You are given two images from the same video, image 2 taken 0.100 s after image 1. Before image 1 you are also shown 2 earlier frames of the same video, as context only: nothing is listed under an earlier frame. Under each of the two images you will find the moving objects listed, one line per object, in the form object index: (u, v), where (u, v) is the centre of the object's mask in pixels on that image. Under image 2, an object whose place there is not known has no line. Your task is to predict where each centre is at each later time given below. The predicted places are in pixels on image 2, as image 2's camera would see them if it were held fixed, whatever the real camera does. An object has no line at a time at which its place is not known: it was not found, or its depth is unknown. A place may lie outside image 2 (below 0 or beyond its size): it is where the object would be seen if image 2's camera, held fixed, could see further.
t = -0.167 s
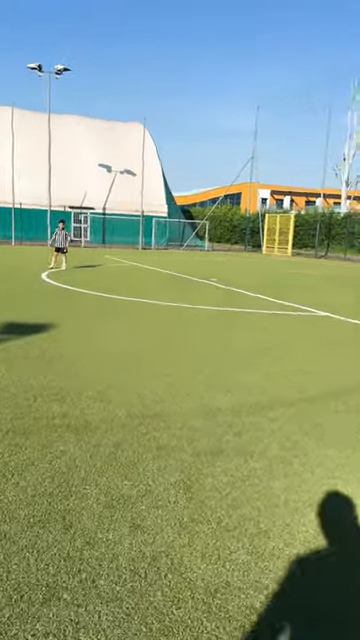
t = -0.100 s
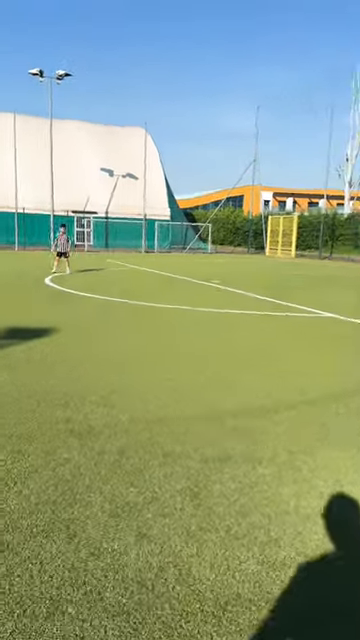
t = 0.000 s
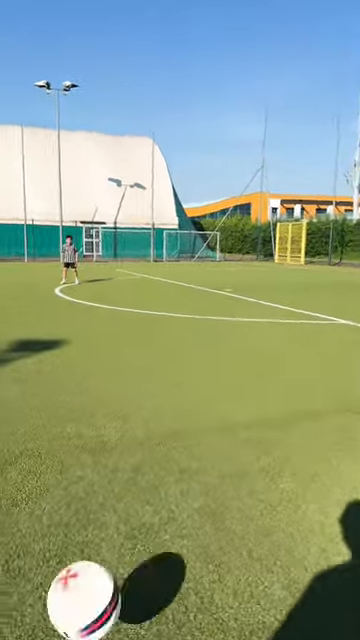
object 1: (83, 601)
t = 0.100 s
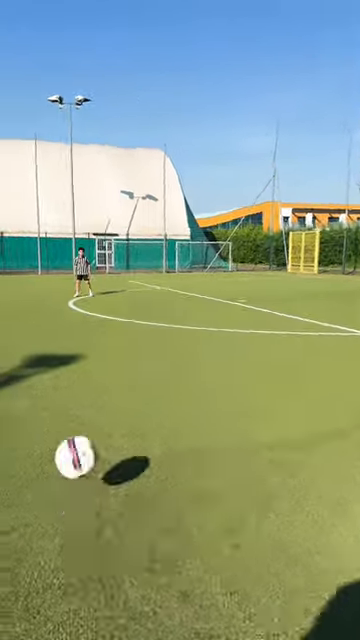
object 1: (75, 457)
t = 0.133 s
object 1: (70, 432)
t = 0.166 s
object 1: (65, 415)
